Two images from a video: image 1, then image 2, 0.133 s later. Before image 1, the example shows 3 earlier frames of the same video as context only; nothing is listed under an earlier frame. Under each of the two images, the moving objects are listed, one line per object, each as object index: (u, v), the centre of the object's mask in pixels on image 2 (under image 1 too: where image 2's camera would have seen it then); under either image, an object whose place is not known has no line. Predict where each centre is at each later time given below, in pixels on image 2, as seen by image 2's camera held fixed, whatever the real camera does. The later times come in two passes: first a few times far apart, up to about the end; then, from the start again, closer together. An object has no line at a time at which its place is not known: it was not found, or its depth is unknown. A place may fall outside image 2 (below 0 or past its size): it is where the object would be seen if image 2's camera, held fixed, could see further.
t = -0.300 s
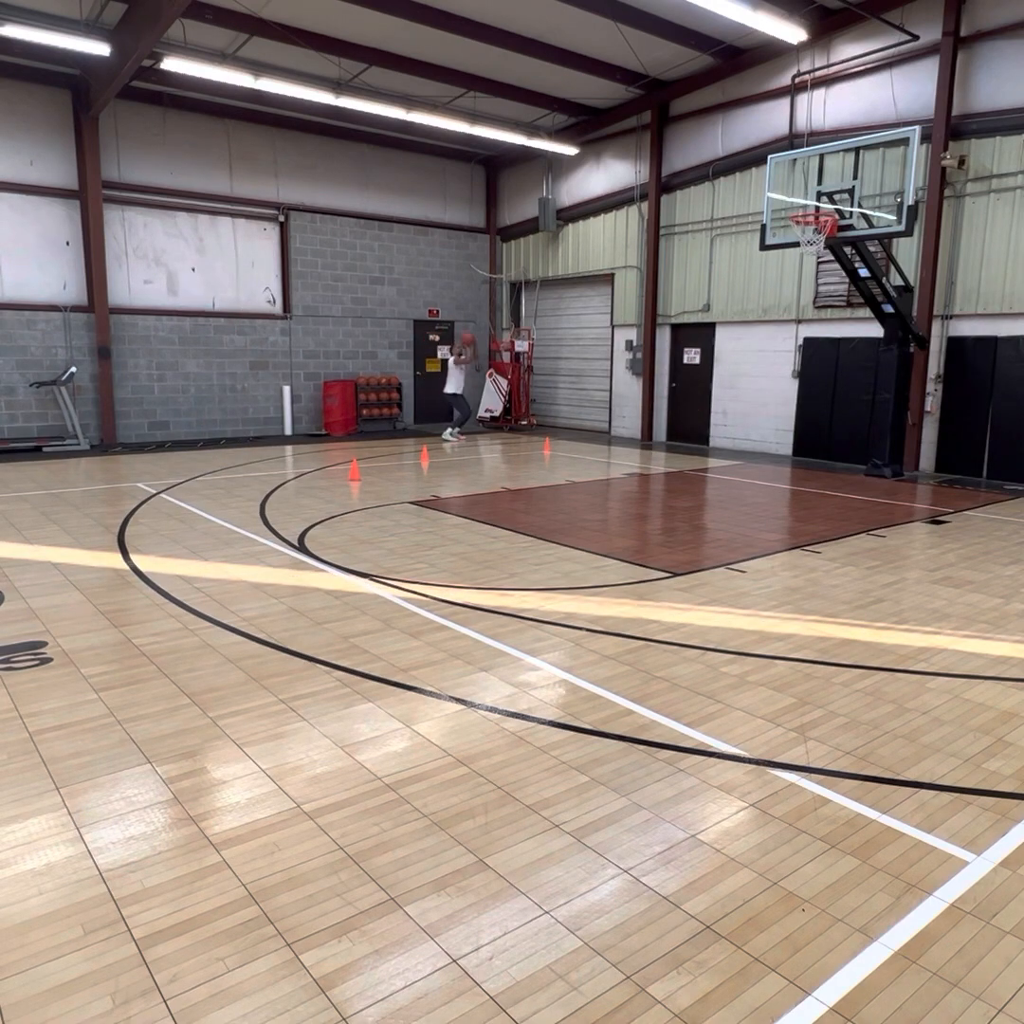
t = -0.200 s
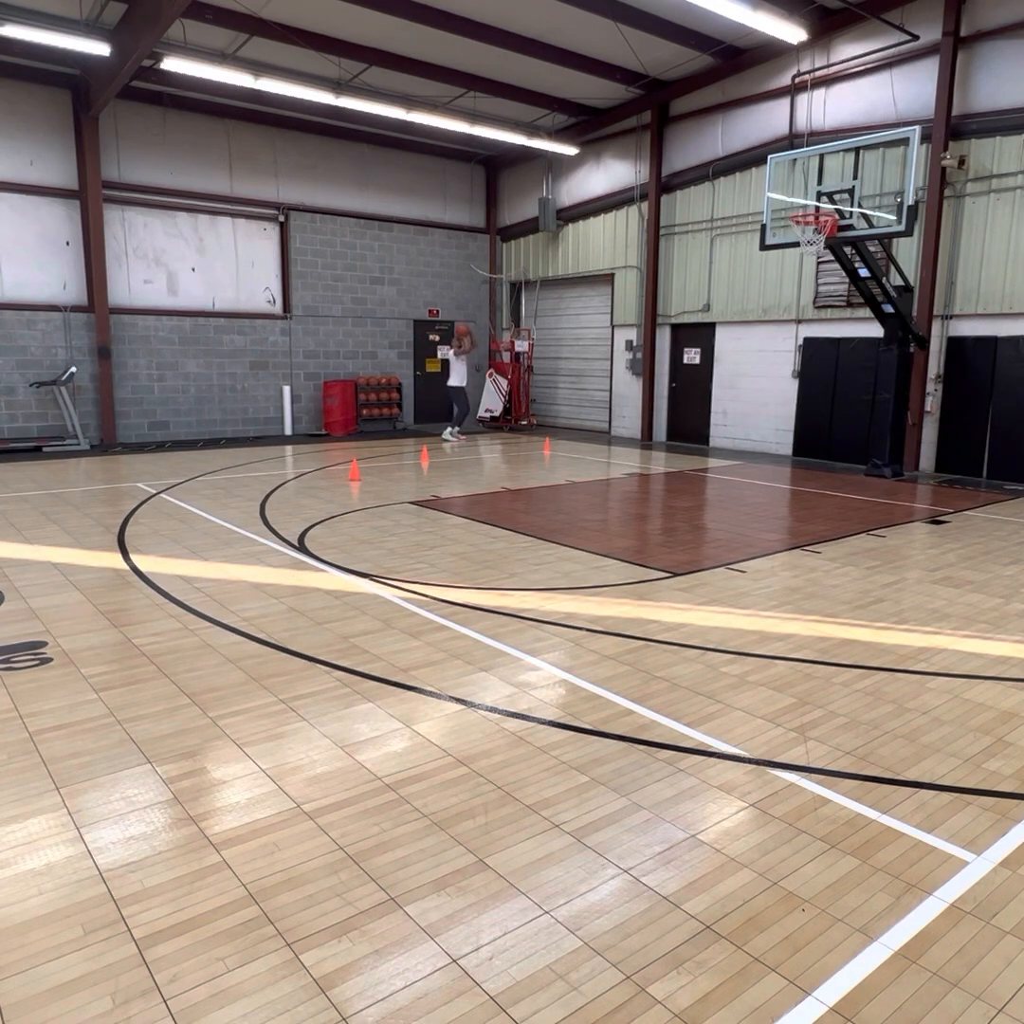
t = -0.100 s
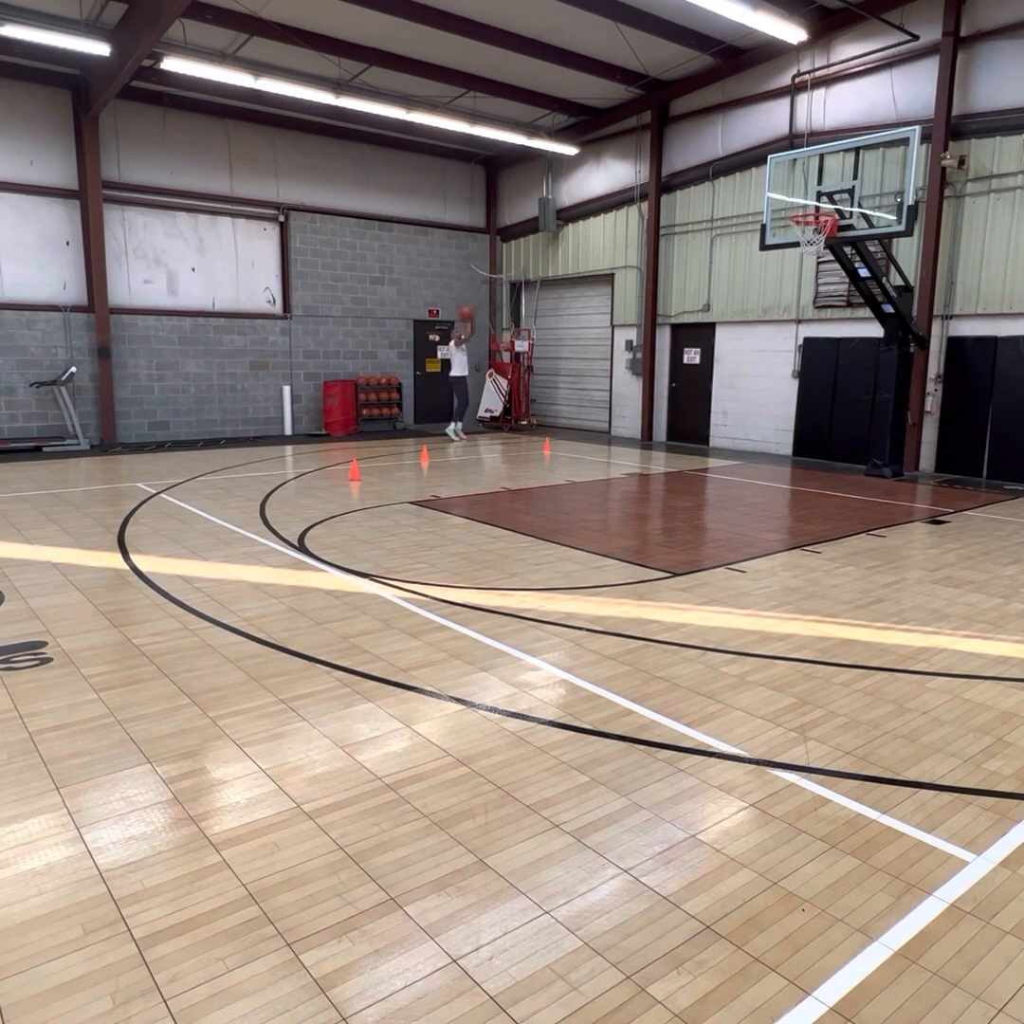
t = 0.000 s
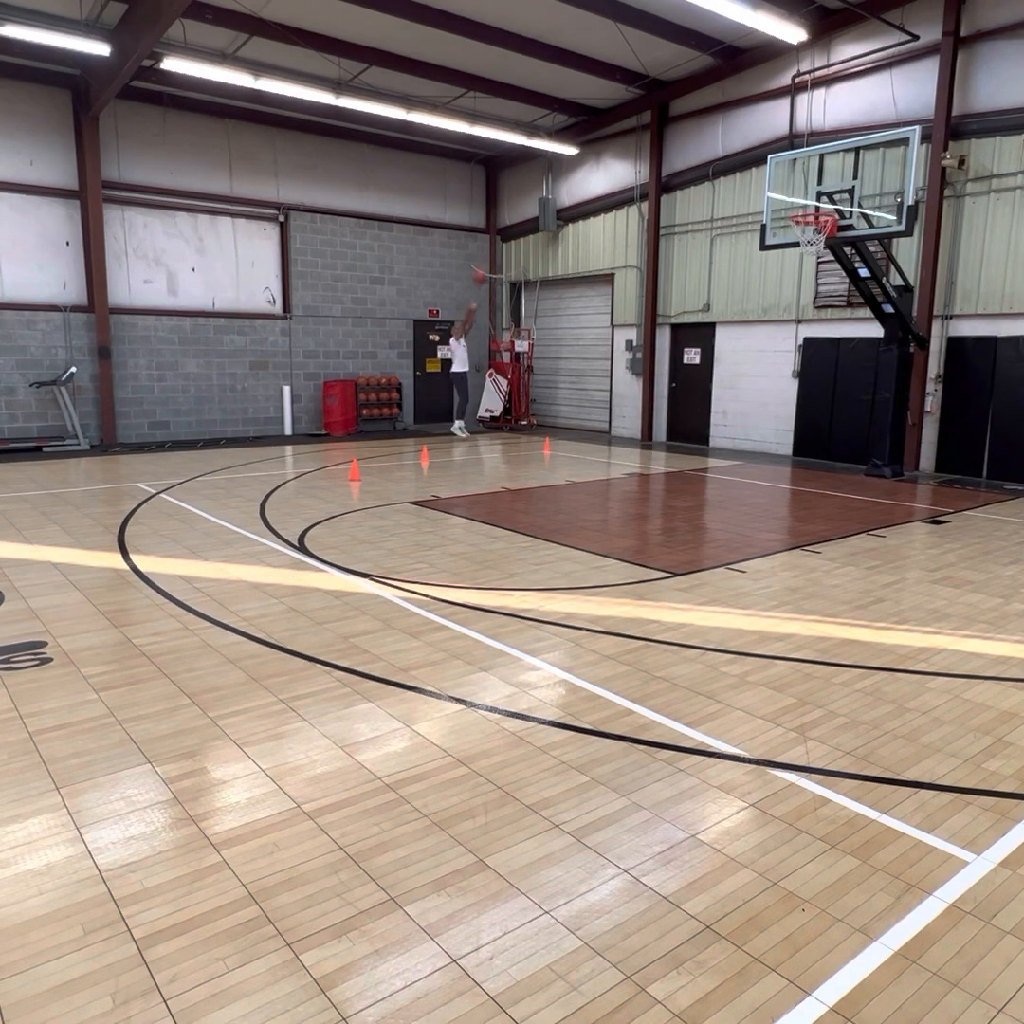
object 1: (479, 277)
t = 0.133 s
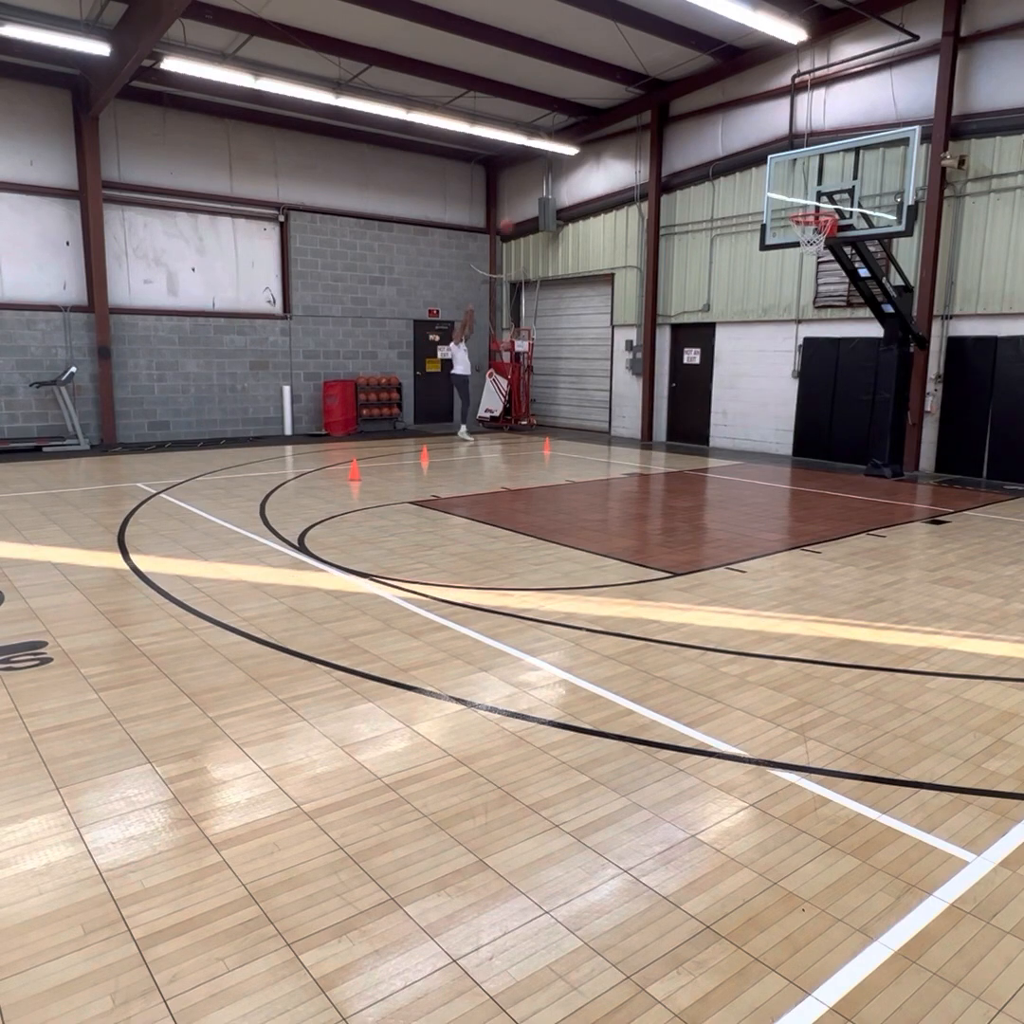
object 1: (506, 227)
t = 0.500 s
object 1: (590, 125)
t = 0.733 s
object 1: (655, 102)
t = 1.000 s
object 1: (737, 127)
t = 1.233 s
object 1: (818, 205)
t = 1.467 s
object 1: (813, 232)
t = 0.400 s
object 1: (567, 144)
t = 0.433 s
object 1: (575, 137)
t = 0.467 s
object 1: (582, 132)
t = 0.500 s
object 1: (590, 125)
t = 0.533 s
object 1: (599, 120)
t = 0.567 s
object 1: (609, 115)
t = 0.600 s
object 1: (617, 111)
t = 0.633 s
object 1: (627, 108)
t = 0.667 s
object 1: (636, 104)
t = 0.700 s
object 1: (645, 103)
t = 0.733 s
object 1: (655, 102)
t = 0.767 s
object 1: (664, 102)
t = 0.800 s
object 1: (674, 102)
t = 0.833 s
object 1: (684, 104)
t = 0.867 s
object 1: (695, 106)
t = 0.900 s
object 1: (704, 110)
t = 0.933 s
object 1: (715, 114)
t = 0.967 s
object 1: (726, 120)
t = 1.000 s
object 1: (737, 127)
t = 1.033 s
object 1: (748, 135)
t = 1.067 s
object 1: (760, 142)
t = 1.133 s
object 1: (783, 164)
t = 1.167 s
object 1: (794, 176)
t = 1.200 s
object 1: (806, 189)
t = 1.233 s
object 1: (818, 205)
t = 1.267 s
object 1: (818, 214)
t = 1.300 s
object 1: (804, 219)
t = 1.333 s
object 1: (806, 220)
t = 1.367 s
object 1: (817, 220)
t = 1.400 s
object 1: (821, 222)
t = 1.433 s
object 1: (816, 227)
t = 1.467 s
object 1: (813, 232)
